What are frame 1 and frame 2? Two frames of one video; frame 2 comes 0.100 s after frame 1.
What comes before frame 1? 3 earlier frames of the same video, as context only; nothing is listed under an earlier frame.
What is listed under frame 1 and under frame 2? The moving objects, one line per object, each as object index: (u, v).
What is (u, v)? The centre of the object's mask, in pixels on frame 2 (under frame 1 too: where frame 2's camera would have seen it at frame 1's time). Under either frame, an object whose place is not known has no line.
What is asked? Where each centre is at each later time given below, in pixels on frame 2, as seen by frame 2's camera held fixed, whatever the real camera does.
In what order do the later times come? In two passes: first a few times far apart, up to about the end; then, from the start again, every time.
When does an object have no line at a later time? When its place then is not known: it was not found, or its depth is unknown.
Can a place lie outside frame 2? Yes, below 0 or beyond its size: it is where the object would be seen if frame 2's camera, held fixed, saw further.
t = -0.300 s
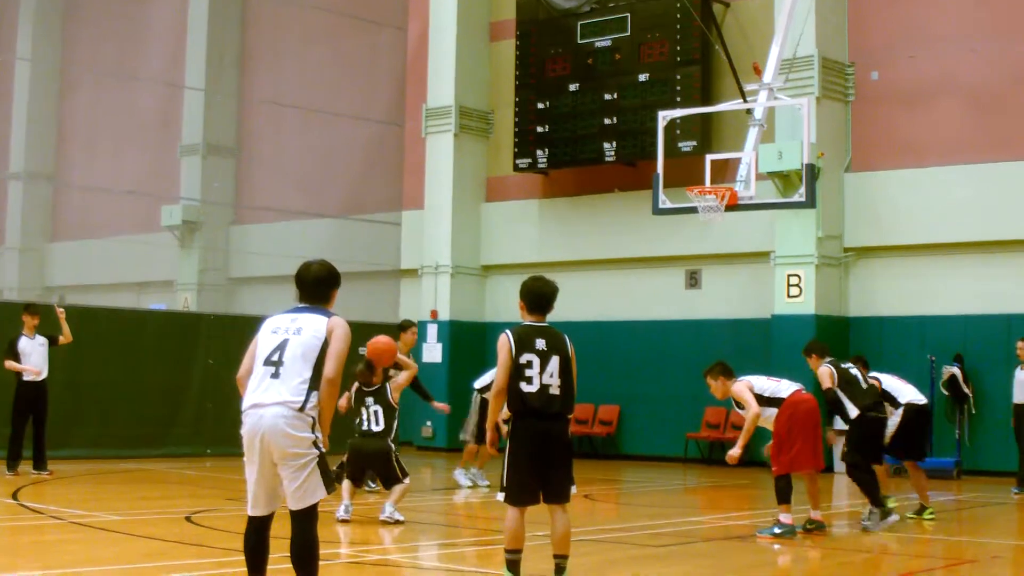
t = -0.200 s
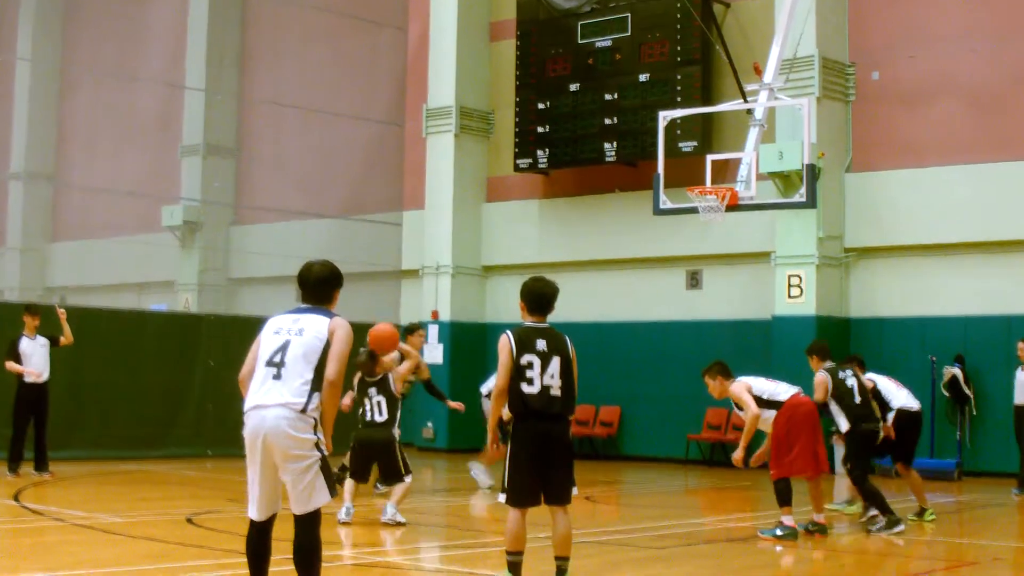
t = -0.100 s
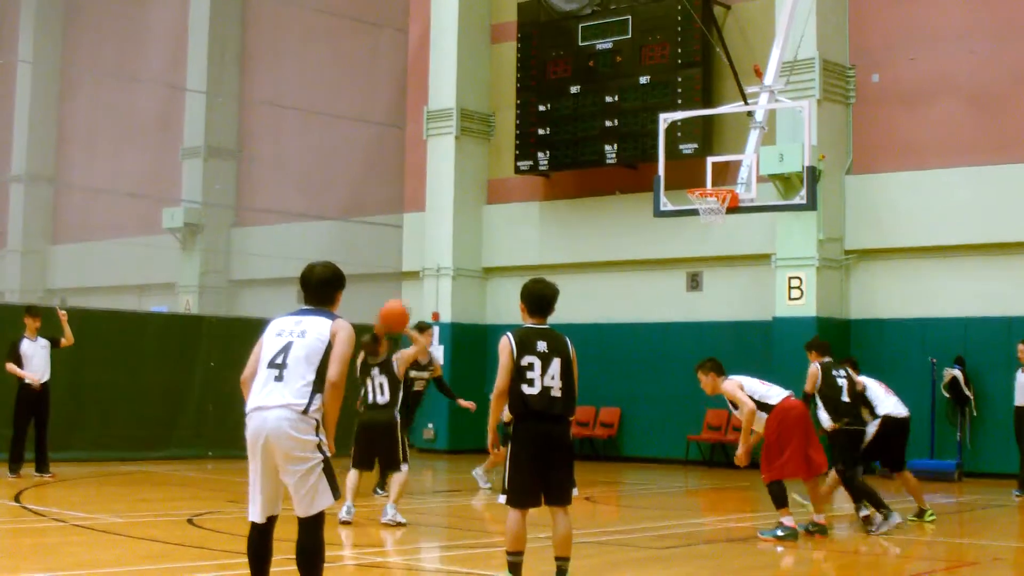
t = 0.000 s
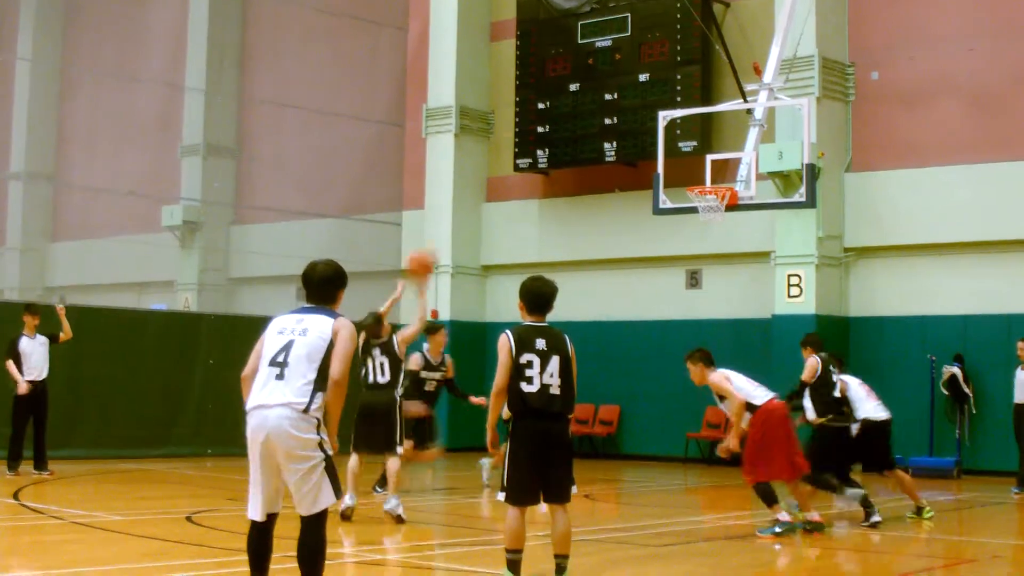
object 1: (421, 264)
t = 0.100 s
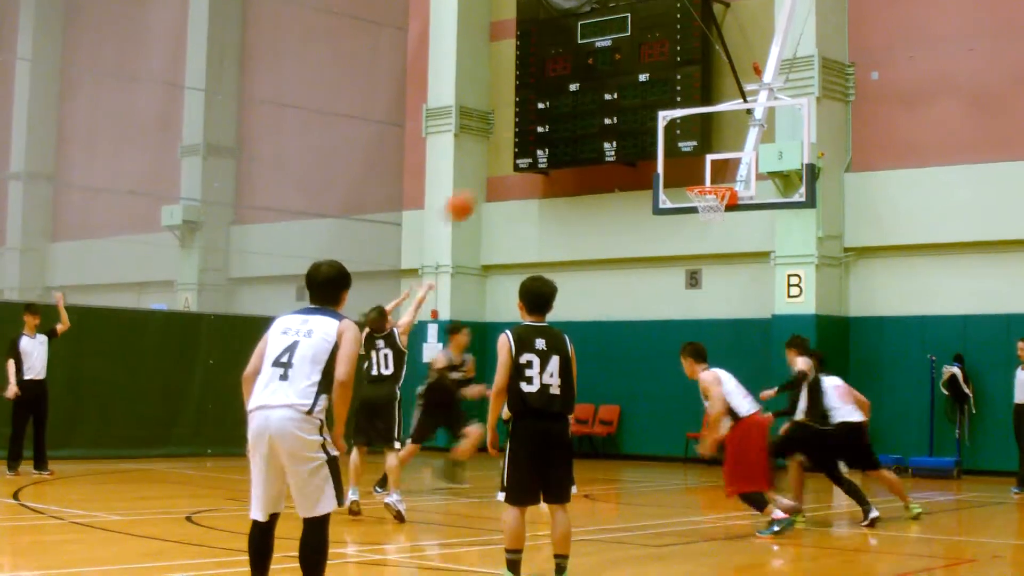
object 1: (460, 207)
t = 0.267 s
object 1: (519, 139)
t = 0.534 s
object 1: (601, 103)
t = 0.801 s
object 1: (675, 137)
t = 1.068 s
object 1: (714, 223)
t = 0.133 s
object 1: (472, 191)
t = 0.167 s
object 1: (483, 175)
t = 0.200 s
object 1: (495, 162)
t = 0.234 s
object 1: (508, 149)
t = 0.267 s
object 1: (519, 139)
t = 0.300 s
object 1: (529, 131)
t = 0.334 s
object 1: (540, 124)
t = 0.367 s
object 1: (551, 116)
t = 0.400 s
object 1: (562, 111)
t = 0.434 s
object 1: (571, 107)
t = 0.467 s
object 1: (581, 105)
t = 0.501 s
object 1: (591, 103)
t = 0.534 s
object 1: (601, 103)
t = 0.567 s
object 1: (611, 104)
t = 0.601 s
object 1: (621, 105)
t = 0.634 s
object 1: (630, 108)
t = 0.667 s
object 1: (639, 112)
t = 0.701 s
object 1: (646, 117)
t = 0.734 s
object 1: (656, 122)
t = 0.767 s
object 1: (666, 130)
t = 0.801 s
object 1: (675, 137)
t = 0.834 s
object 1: (683, 147)
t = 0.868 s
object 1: (692, 158)
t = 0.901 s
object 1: (698, 166)
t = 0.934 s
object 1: (706, 176)
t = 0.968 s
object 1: (716, 182)
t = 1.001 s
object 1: (718, 206)
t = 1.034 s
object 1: (716, 213)
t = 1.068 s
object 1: (714, 223)
